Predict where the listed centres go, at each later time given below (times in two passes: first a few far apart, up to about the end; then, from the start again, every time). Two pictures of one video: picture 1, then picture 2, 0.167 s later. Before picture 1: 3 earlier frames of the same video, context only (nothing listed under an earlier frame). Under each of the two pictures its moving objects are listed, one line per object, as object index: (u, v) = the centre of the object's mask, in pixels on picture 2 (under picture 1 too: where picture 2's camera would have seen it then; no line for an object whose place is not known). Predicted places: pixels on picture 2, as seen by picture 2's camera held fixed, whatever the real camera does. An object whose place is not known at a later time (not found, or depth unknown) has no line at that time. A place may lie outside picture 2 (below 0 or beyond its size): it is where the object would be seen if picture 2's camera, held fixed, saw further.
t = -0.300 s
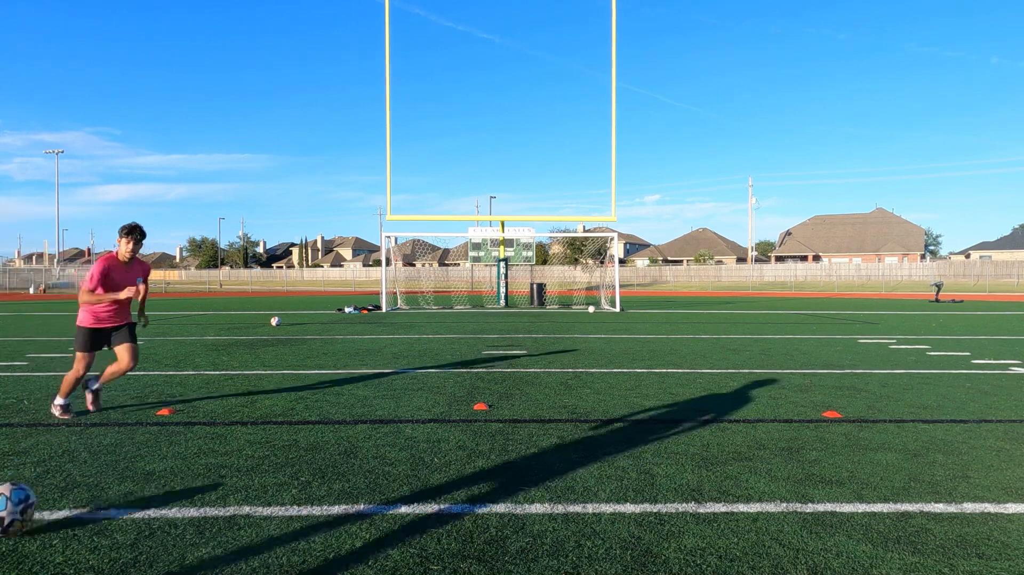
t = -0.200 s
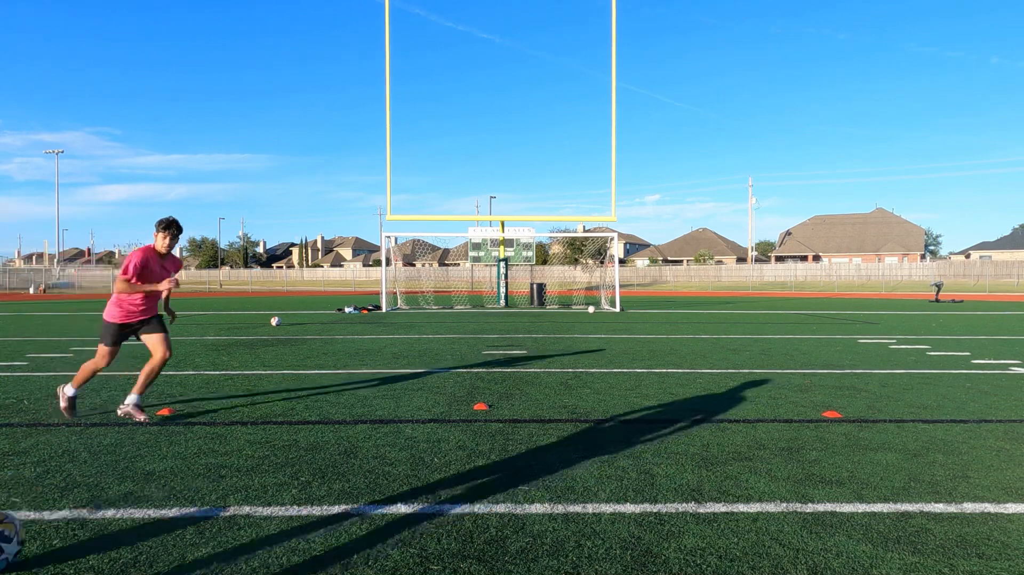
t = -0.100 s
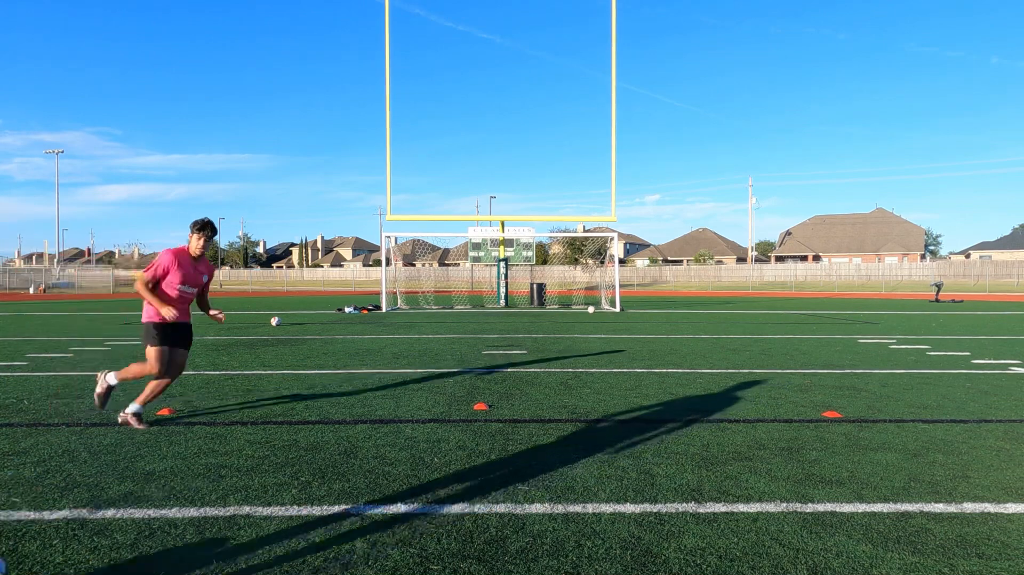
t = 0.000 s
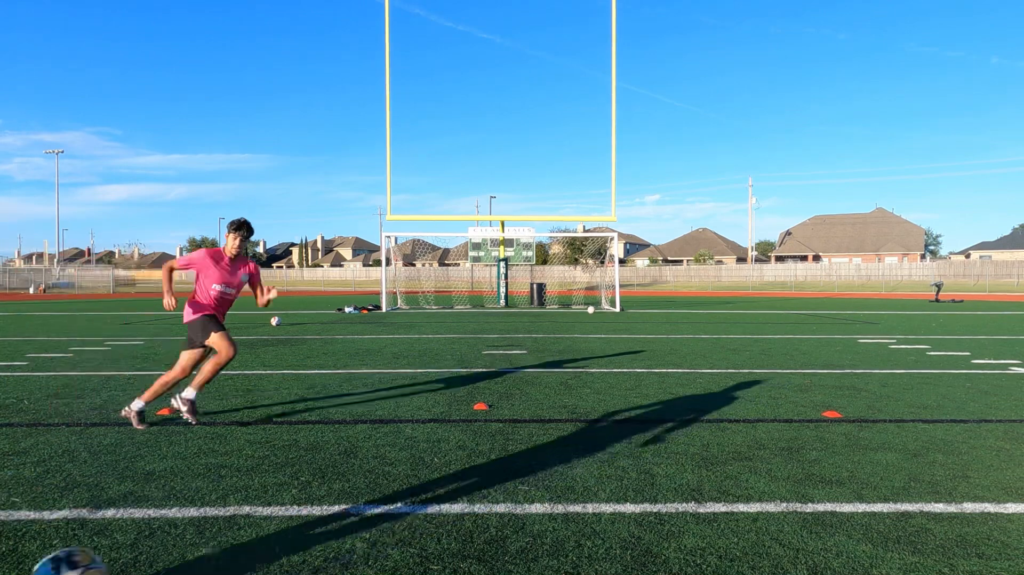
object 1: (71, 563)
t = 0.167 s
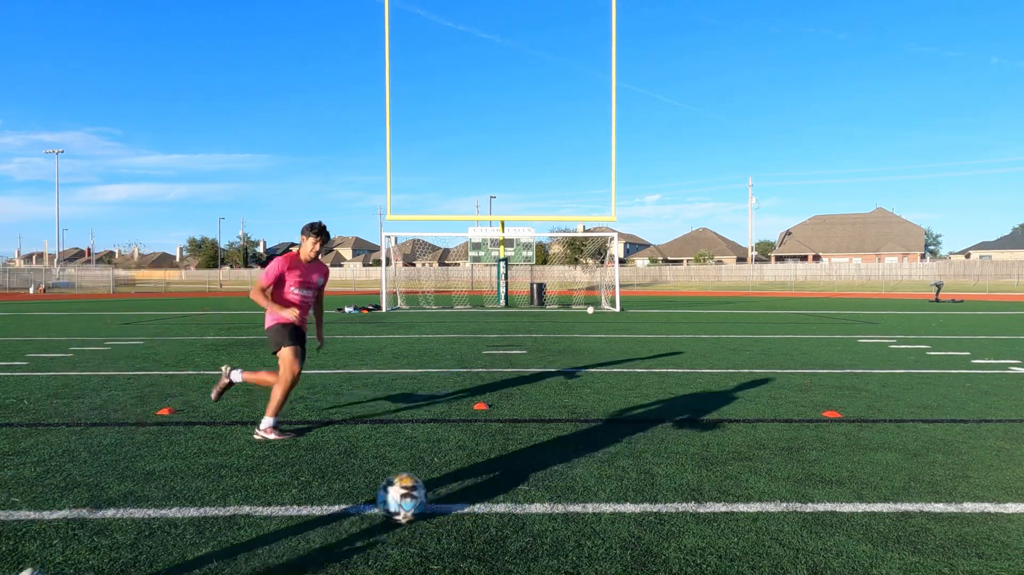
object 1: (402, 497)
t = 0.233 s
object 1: (478, 476)
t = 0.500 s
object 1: (664, 429)
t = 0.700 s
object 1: (746, 414)
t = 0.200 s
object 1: (442, 486)
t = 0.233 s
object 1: (478, 476)
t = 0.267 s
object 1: (510, 468)
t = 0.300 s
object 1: (539, 462)
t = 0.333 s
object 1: (564, 454)
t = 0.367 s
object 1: (588, 447)
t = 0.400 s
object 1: (610, 443)
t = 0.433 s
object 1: (629, 439)
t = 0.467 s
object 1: (648, 433)
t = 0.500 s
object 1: (664, 429)
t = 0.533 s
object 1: (680, 428)
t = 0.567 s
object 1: (695, 424)
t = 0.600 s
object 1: (708, 420)
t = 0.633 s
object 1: (721, 418)
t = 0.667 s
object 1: (734, 417)
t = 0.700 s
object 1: (746, 414)
